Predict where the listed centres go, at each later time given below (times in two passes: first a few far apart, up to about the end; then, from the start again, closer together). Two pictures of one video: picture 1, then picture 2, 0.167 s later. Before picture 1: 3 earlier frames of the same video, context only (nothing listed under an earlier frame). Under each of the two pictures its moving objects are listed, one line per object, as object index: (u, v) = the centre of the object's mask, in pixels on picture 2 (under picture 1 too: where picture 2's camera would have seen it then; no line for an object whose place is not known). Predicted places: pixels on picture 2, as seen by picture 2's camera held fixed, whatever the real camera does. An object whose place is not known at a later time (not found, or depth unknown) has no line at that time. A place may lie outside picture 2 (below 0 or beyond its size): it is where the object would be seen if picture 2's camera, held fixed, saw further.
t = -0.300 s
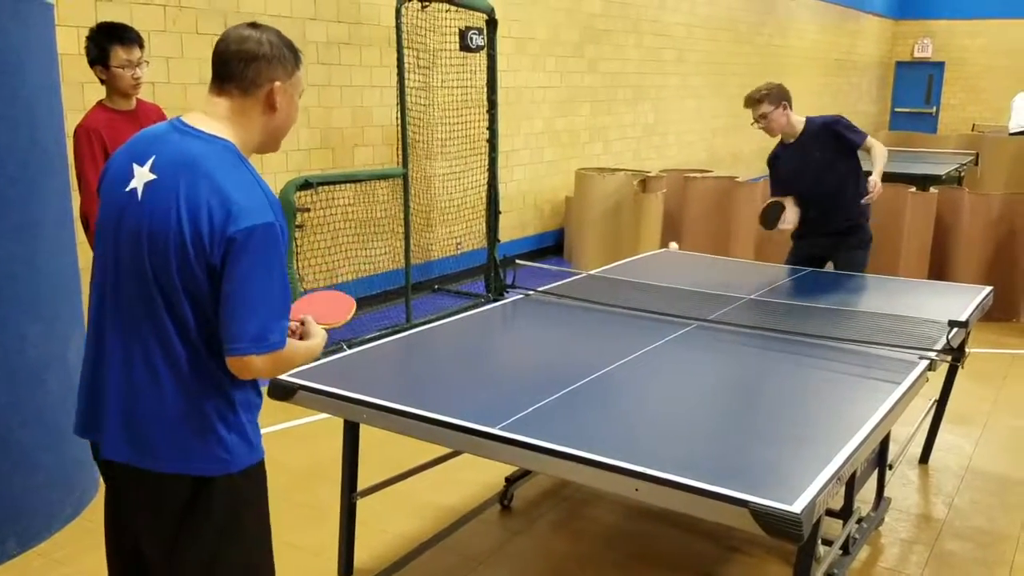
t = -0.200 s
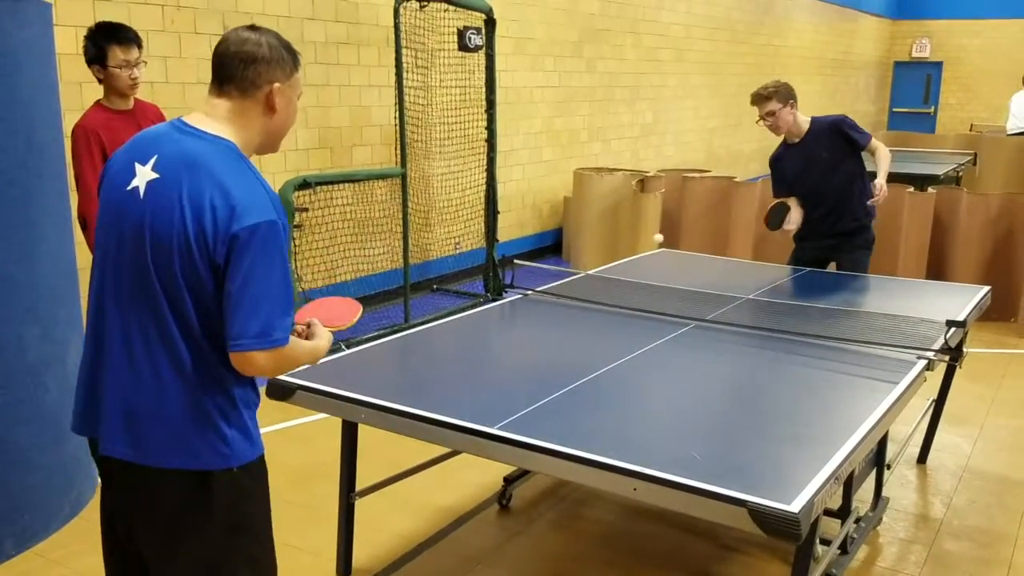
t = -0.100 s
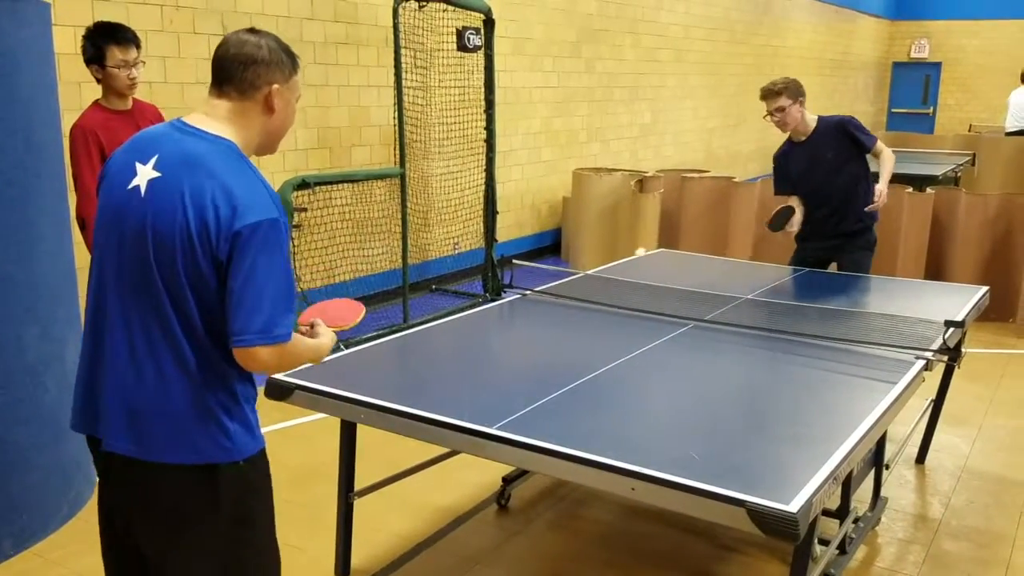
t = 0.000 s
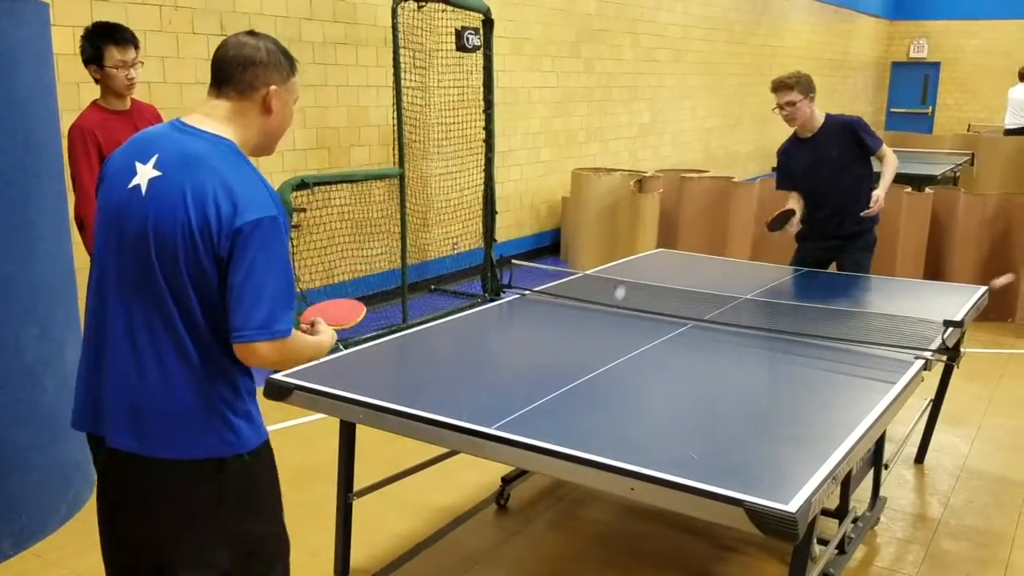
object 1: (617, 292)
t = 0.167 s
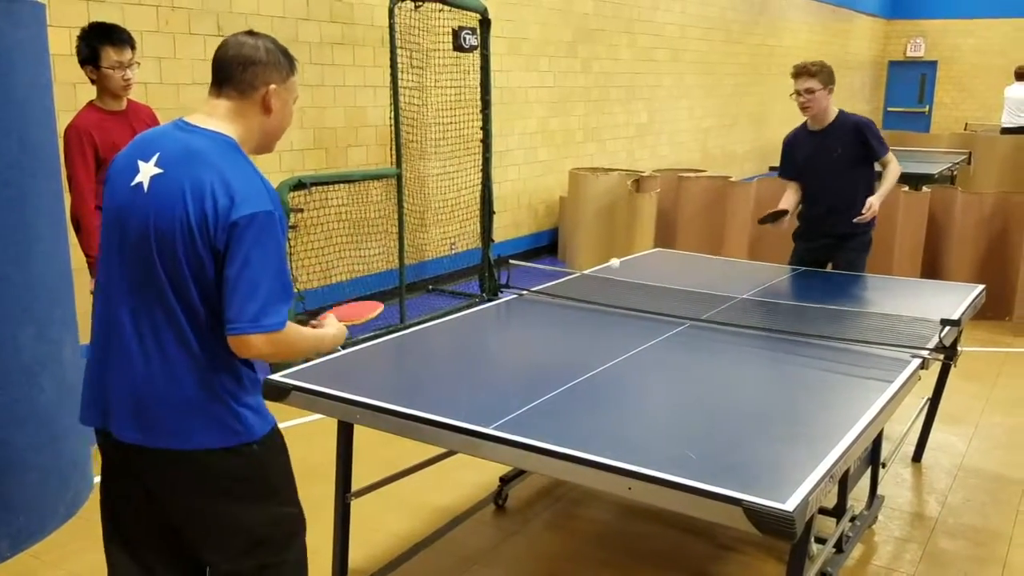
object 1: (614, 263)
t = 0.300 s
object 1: (620, 277)
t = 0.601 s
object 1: (616, 286)
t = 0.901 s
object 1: (609, 299)
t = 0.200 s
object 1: (616, 262)
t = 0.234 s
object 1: (618, 264)
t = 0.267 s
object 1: (618, 269)
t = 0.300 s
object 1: (620, 277)
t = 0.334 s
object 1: (619, 286)
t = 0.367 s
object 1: (619, 299)
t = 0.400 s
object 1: (620, 302)
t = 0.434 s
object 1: (619, 294)
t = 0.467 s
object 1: (619, 286)
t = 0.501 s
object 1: (619, 283)
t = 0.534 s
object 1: (618, 281)
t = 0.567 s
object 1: (617, 282)
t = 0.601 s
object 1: (616, 286)
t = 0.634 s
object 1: (616, 293)
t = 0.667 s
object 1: (614, 303)
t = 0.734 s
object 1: (613, 312)
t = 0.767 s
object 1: (612, 303)
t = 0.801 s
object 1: (612, 298)
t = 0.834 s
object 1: (611, 296)
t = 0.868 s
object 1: (611, 296)
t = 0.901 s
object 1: (609, 299)
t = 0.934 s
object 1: (609, 306)
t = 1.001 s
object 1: (607, 328)
